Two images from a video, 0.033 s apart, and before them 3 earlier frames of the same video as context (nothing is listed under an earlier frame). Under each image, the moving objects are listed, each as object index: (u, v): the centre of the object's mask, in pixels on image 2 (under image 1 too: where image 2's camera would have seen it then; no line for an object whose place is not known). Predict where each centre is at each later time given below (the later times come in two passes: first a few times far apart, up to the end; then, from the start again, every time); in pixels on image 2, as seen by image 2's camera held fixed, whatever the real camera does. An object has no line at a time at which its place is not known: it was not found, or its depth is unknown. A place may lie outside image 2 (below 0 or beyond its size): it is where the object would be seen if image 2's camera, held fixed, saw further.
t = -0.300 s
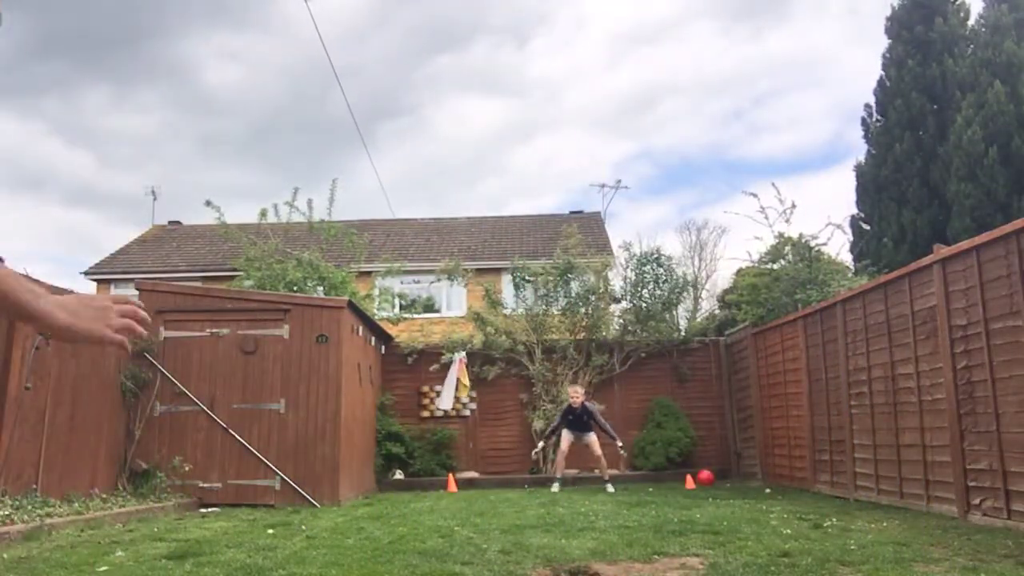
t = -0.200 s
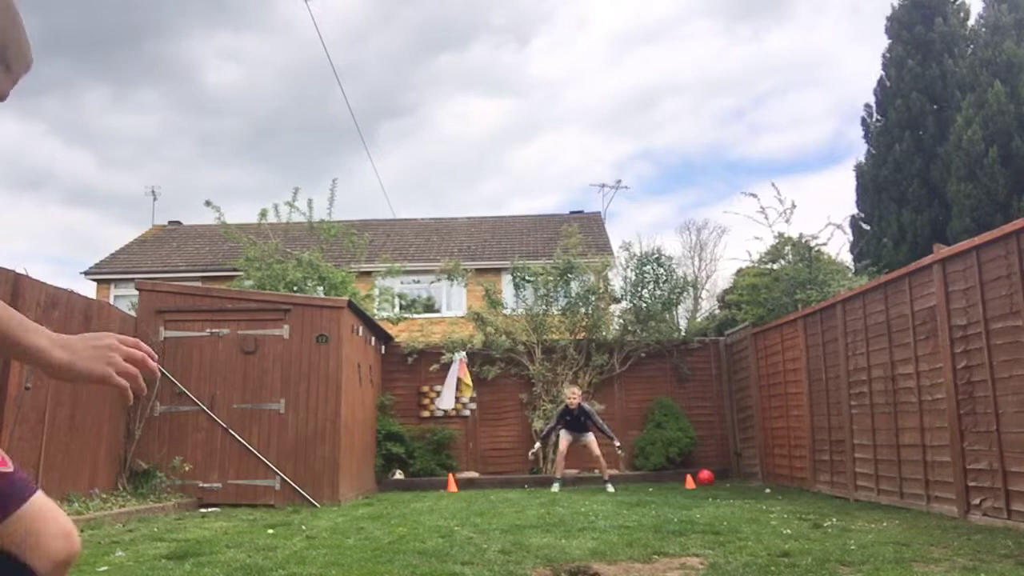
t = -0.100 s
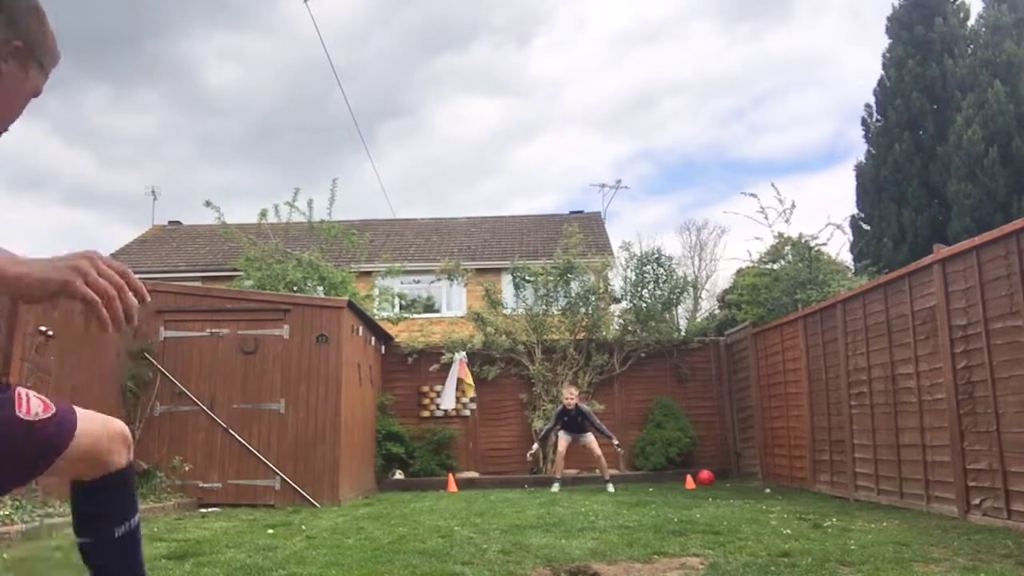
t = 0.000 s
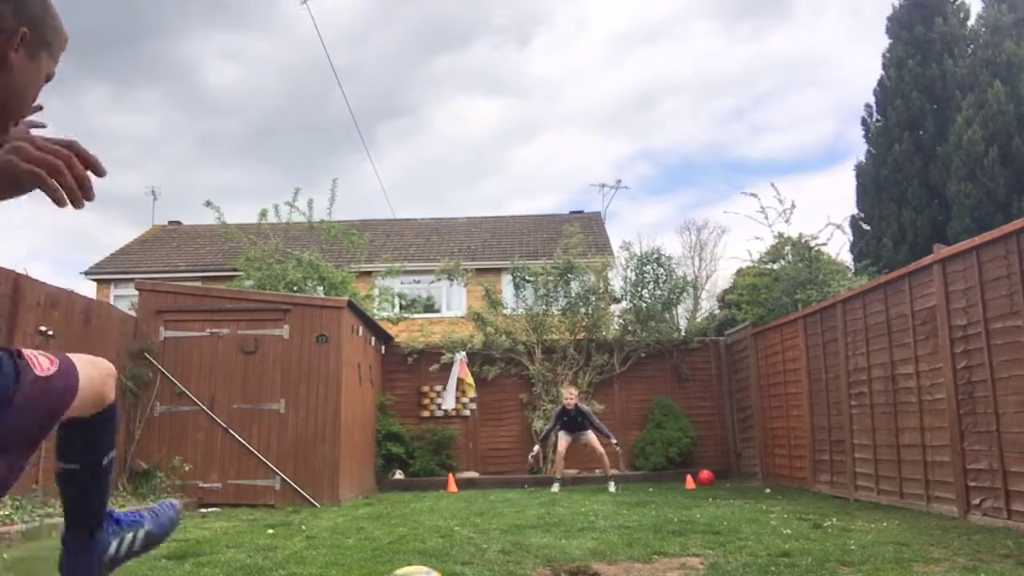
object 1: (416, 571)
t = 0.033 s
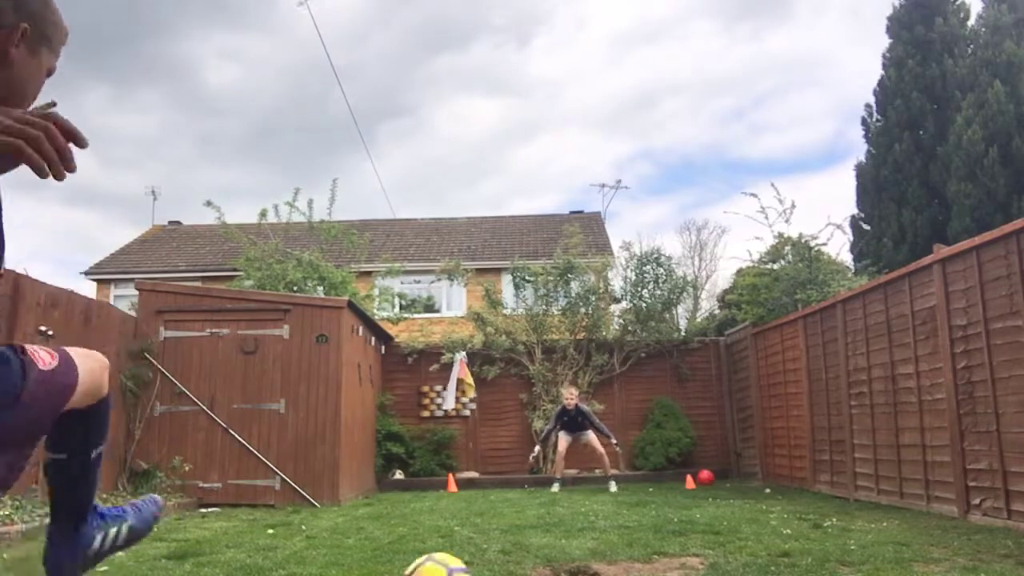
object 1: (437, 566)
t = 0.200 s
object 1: (507, 547)
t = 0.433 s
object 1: (562, 518)
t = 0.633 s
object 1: (594, 501)
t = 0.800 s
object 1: (615, 500)
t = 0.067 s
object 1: (456, 562)
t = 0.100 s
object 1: (472, 559)
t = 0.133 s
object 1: (485, 554)
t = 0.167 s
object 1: (497, 550)
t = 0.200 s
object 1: (507, 547)
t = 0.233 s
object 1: (517, 547)
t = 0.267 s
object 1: (525, 546)
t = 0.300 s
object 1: (534, 535)
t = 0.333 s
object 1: (542, 527)
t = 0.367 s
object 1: (549, 521)
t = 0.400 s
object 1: (556, 518)
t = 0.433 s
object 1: (562, 518)
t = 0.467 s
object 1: (569, 520)
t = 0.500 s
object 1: (575, 519)
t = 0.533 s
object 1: (580, 510)
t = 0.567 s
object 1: (584, 507)
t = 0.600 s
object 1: (589, 503)
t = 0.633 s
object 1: (594, 501)
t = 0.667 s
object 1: (599, 501)
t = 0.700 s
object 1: (603, 503)
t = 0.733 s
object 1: (608, 506)
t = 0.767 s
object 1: (611, 506)
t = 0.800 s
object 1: (615, 500)
